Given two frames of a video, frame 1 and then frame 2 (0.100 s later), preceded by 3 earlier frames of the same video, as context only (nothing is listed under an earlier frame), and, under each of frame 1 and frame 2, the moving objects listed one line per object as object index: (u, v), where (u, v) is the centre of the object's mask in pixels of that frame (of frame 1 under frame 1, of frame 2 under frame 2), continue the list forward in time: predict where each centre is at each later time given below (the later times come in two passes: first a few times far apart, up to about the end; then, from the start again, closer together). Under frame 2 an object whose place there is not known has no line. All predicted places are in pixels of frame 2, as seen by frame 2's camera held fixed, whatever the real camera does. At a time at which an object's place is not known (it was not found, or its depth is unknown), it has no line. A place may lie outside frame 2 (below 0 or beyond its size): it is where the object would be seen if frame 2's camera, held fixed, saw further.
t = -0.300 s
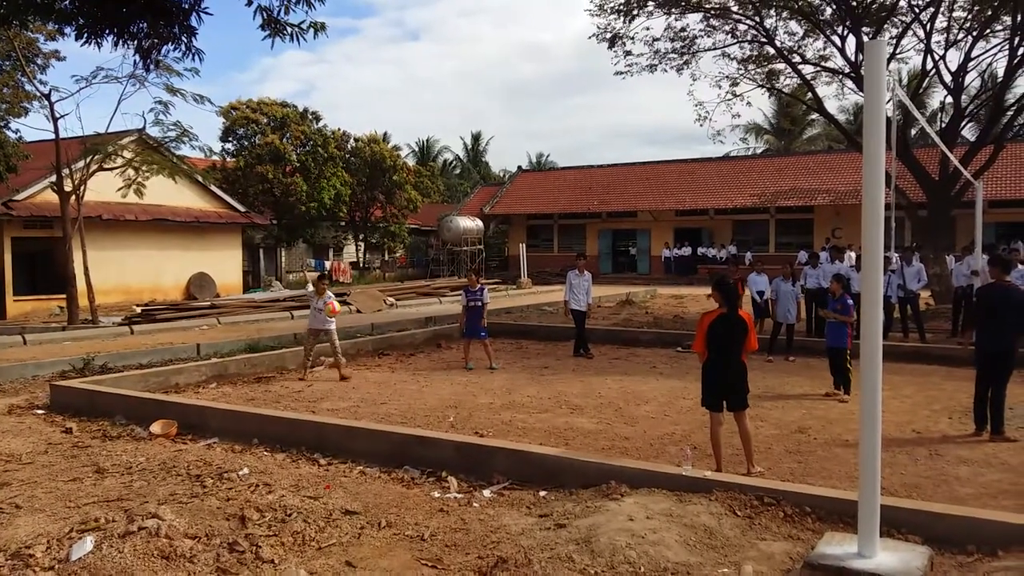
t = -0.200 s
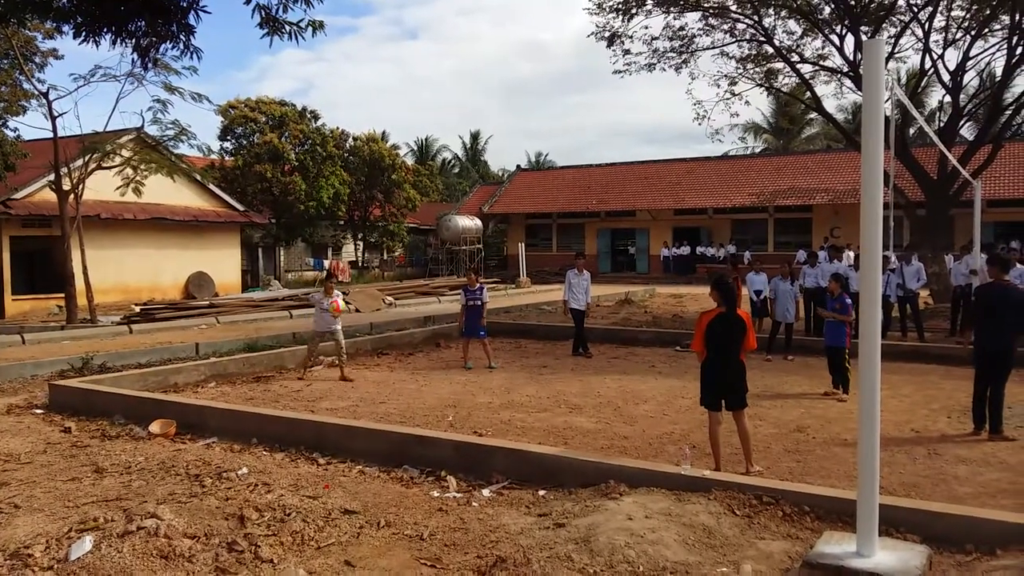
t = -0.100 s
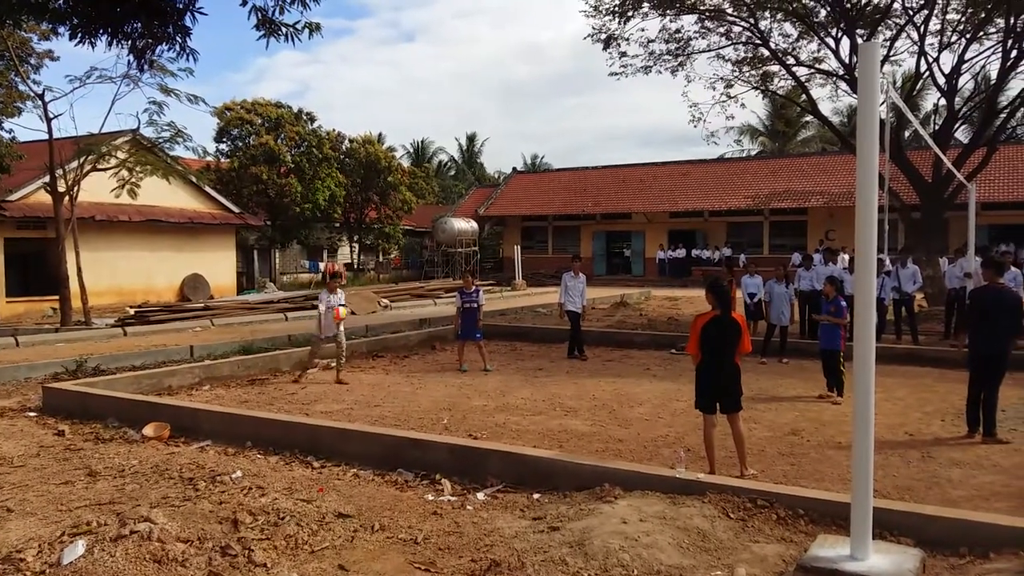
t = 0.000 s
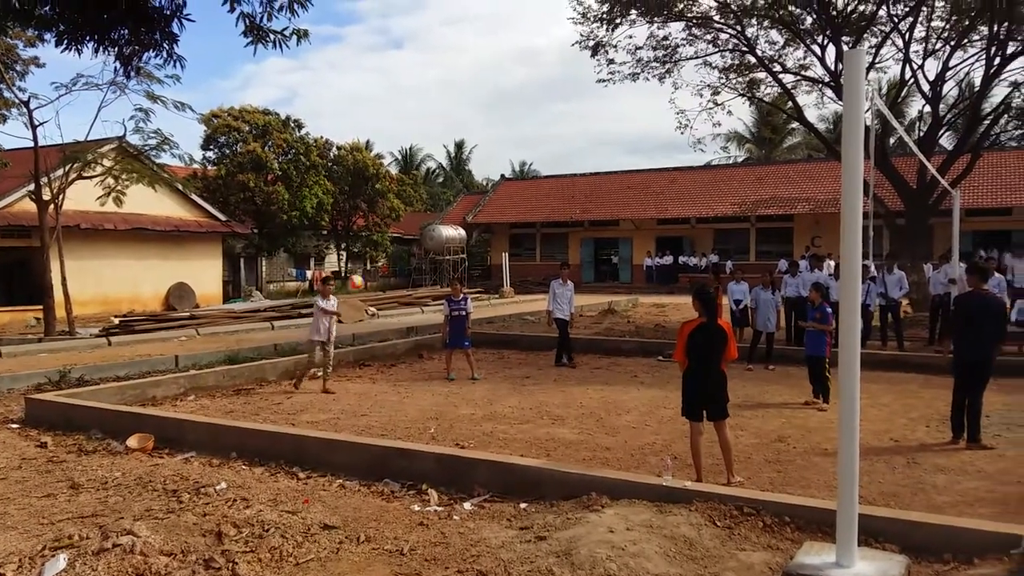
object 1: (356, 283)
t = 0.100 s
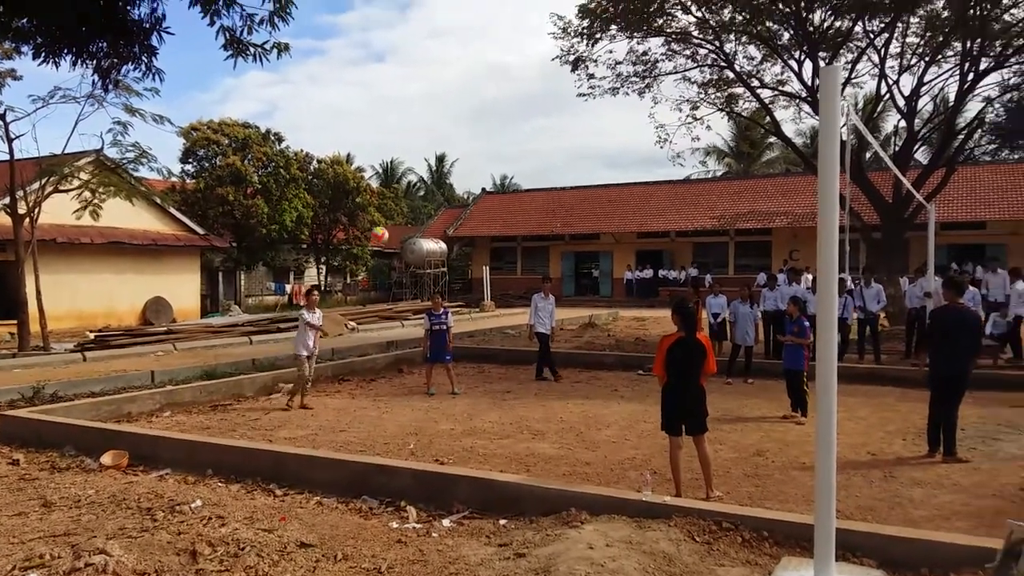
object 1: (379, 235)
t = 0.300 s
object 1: (476, 123)
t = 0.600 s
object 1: (650, -4)
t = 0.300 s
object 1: (476, 123)
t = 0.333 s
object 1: (494, 105)
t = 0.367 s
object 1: (512, 88)
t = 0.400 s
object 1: (531, 72)
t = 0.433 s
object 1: (549, 57)
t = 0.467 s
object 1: (567, 43)
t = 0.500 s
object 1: (588, 30)
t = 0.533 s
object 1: (608, 17)
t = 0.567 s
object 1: (628, 7)
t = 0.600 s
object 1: (650, -4)
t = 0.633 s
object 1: (672, -14)
